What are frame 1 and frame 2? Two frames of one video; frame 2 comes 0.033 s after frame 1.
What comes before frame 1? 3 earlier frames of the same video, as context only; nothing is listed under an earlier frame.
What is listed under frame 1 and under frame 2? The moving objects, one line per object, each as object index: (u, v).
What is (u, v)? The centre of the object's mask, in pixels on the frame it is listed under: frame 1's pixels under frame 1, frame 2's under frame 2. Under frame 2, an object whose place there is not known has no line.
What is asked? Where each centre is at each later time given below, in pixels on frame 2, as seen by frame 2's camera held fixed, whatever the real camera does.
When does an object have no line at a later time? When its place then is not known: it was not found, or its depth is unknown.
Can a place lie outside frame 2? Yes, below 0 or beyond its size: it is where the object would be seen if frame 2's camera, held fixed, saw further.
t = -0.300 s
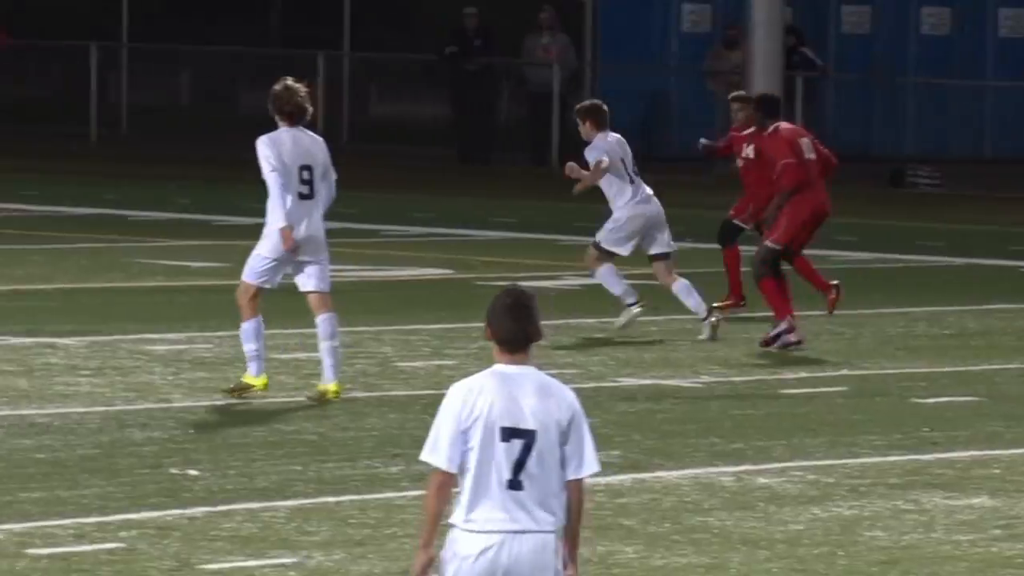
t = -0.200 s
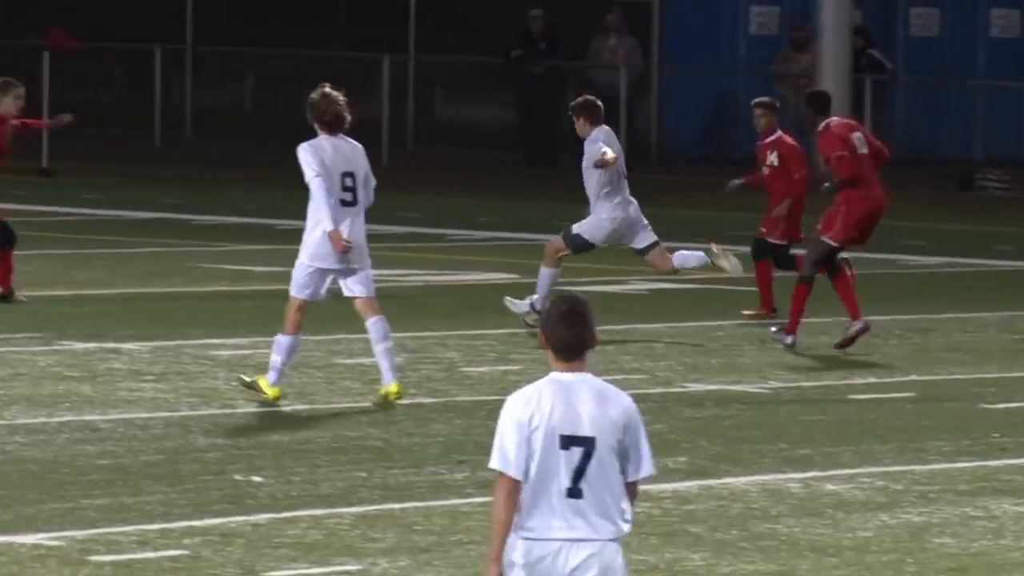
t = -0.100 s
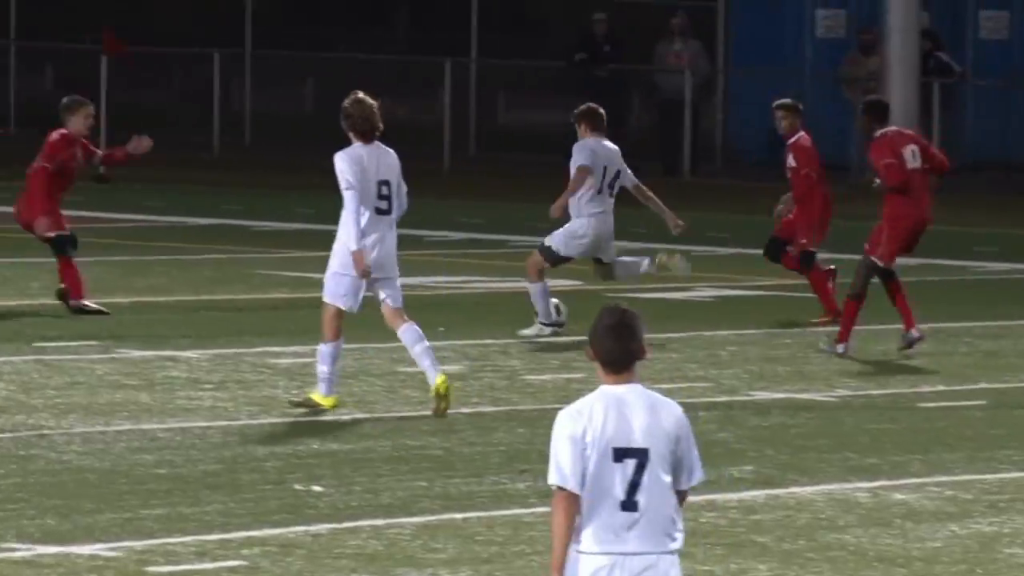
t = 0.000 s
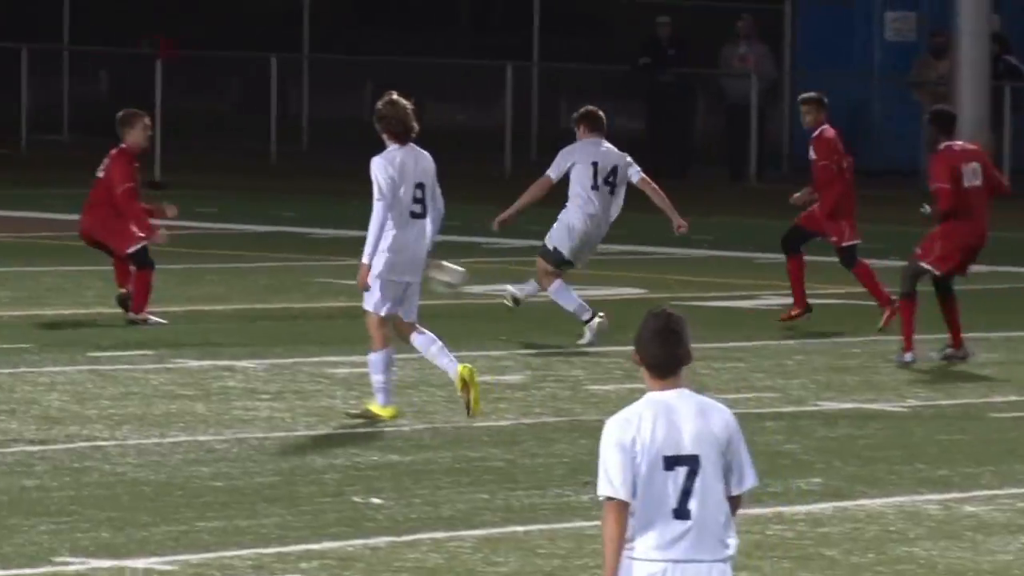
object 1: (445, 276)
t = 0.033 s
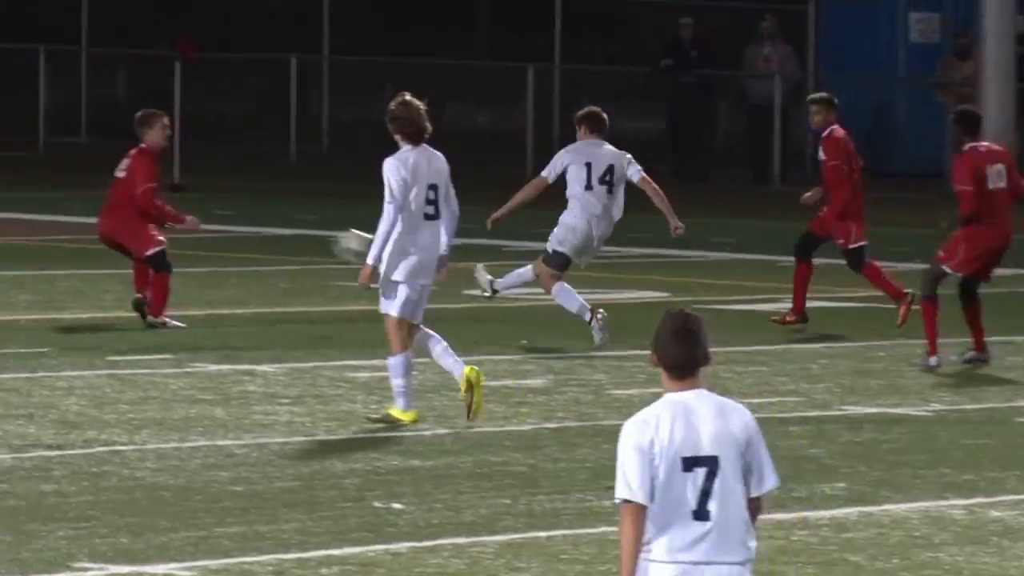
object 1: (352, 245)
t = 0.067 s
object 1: (242, 210)
